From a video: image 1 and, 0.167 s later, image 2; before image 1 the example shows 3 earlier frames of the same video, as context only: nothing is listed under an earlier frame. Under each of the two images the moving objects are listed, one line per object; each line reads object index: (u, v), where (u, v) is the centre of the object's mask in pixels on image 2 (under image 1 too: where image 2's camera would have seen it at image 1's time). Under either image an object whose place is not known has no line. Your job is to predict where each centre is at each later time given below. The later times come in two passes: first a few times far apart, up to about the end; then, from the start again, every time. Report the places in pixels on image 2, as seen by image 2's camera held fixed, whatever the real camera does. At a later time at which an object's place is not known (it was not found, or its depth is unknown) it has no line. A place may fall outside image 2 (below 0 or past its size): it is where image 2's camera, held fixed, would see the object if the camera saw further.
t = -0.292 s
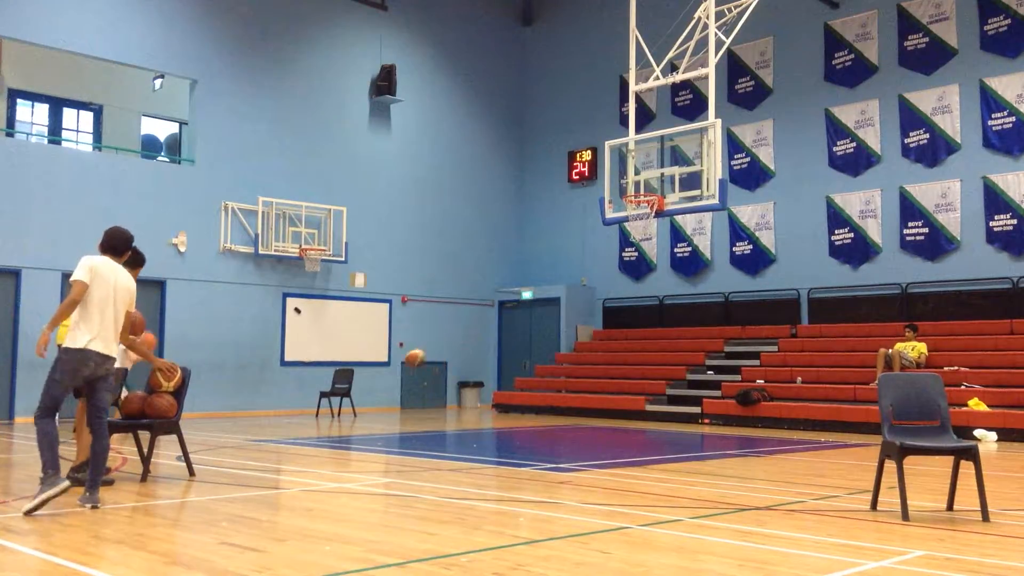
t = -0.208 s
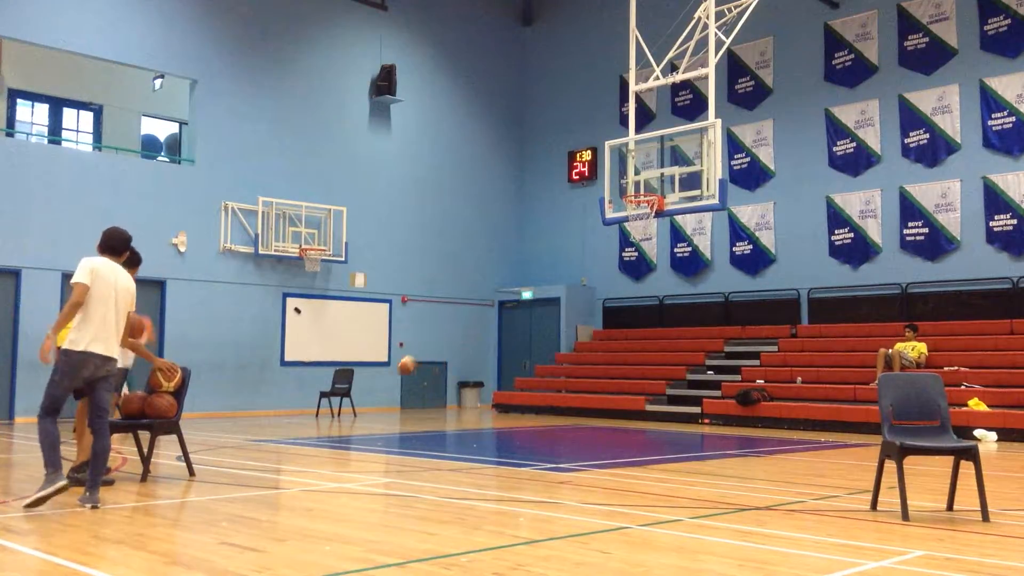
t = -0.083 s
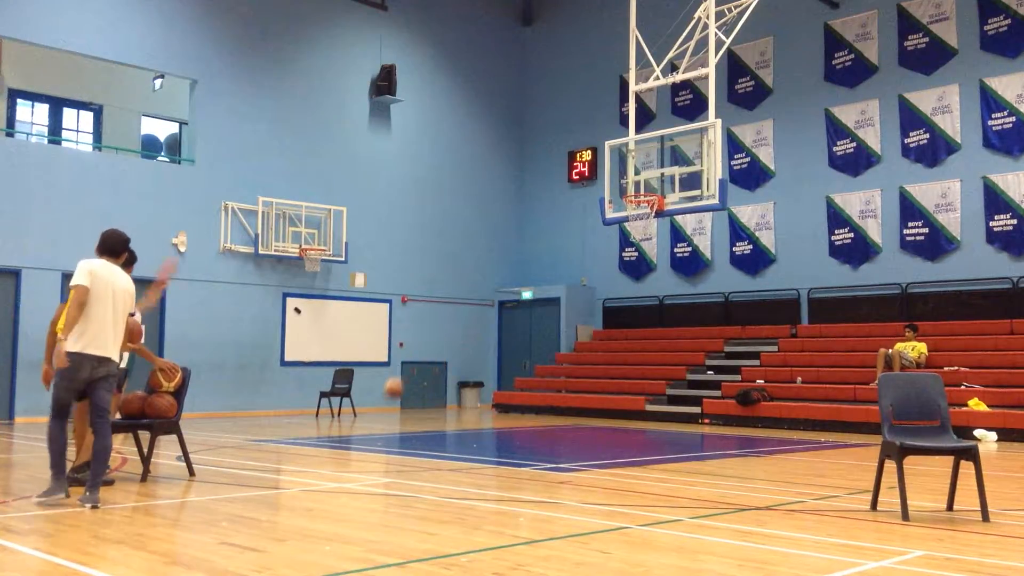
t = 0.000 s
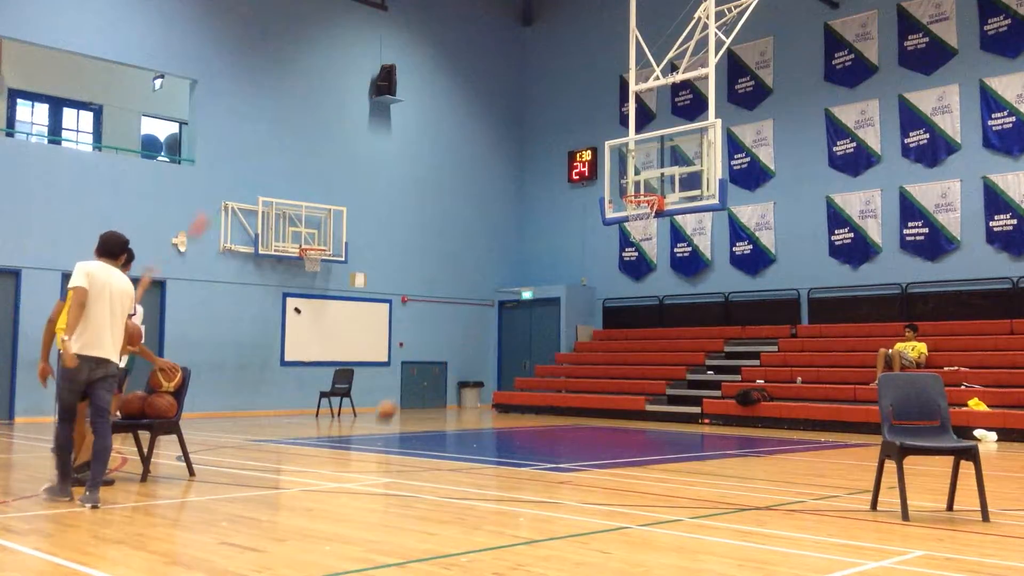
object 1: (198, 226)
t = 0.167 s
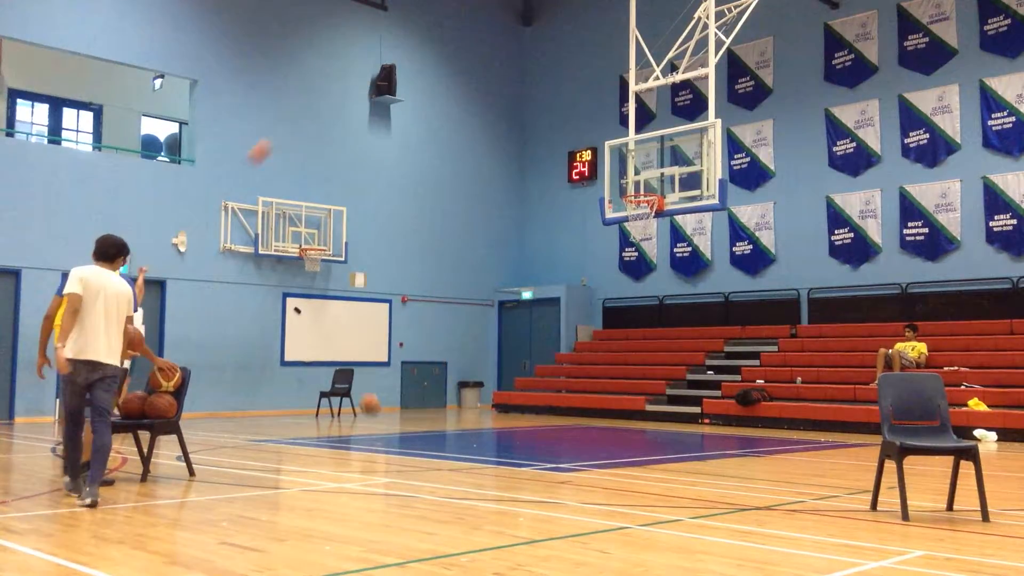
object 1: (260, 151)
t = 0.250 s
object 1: (291, 122)
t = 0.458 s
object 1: (364, 73)
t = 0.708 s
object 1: (452, 55)
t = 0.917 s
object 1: (525, 74)
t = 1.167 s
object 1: (610, 136)
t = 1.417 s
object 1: (647, 142)
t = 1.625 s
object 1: (625, 83)
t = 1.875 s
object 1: (603, 58)
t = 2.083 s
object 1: (584, 71)
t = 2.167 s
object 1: (576, 86)
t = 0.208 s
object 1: (274, 136)
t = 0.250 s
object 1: (291, 122)
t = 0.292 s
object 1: (305, 110)
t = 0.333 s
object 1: (320, 99)
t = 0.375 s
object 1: (335, 88)
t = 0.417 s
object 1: (349, 80)
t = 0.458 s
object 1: (364, 73)
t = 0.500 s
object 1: (380, 67)
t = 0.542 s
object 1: (394, 61)
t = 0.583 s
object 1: (408, 58)
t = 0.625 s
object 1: (423, 56)
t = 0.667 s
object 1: (438, 55)
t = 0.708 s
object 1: (452, 55)
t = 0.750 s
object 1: (466, 56)
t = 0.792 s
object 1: (481, 59)
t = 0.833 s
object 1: (496, 63)
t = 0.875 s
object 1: (510, 68)
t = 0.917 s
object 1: (525, 74)
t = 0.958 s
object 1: (539, 81)
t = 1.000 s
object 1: (553, 90)
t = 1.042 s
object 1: (567, 100)
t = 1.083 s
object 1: (581, 112)
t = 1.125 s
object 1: (596, 124)
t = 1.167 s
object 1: (610, 136)
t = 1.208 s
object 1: (625, 153)
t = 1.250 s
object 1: (640, 168)
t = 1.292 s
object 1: (653, 186)
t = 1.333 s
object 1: (653, 174)
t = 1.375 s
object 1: (649, 158)
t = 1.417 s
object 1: (647, 142)
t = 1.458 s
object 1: (642, 125)
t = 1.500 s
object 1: (640, 115)
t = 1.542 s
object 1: (635, 102)
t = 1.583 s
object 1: (630, 93)
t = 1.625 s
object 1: (625, 83)
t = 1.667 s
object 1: (622, 75)
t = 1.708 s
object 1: (618, 69)
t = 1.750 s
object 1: (615, 65)
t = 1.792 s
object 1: (611, 61)
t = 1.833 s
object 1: (607, 59)
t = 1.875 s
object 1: (603, 58)
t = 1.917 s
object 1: (599, 58)
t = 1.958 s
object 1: (595, 60)
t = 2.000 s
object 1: (591, 62)
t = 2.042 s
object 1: (588, 66)
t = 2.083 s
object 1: (584, 71)
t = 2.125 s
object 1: (580, 78)
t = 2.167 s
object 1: (576, 86)
